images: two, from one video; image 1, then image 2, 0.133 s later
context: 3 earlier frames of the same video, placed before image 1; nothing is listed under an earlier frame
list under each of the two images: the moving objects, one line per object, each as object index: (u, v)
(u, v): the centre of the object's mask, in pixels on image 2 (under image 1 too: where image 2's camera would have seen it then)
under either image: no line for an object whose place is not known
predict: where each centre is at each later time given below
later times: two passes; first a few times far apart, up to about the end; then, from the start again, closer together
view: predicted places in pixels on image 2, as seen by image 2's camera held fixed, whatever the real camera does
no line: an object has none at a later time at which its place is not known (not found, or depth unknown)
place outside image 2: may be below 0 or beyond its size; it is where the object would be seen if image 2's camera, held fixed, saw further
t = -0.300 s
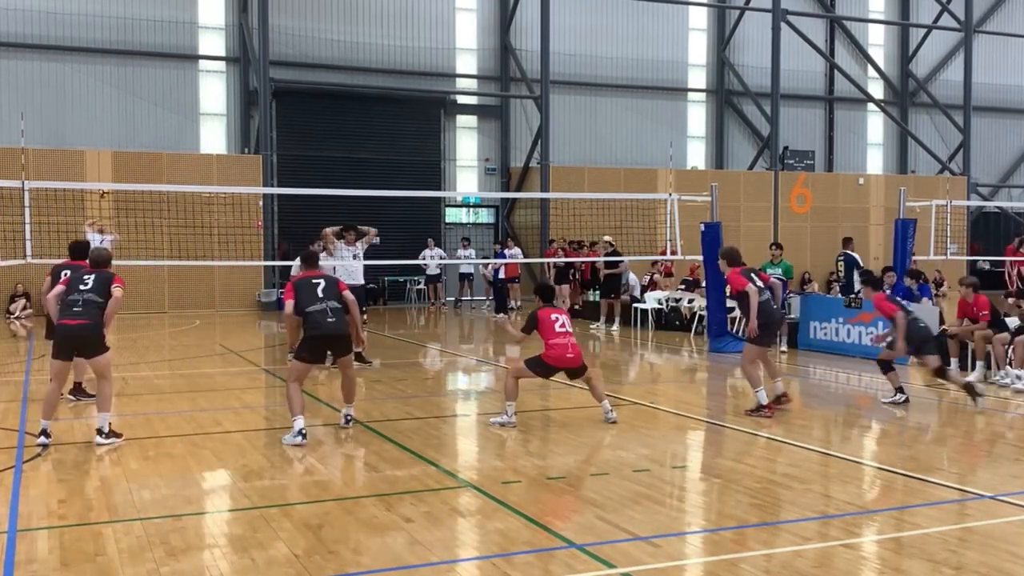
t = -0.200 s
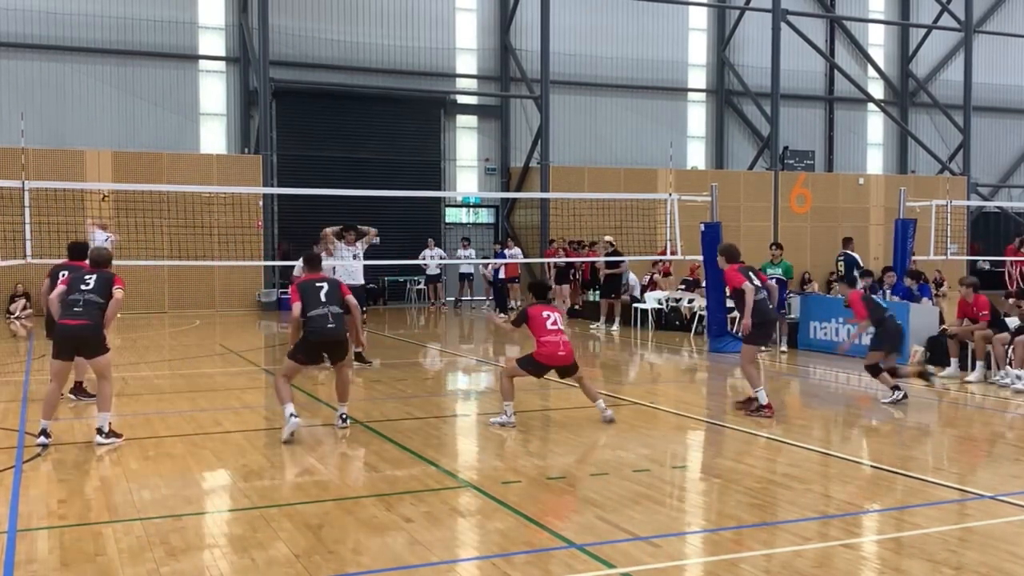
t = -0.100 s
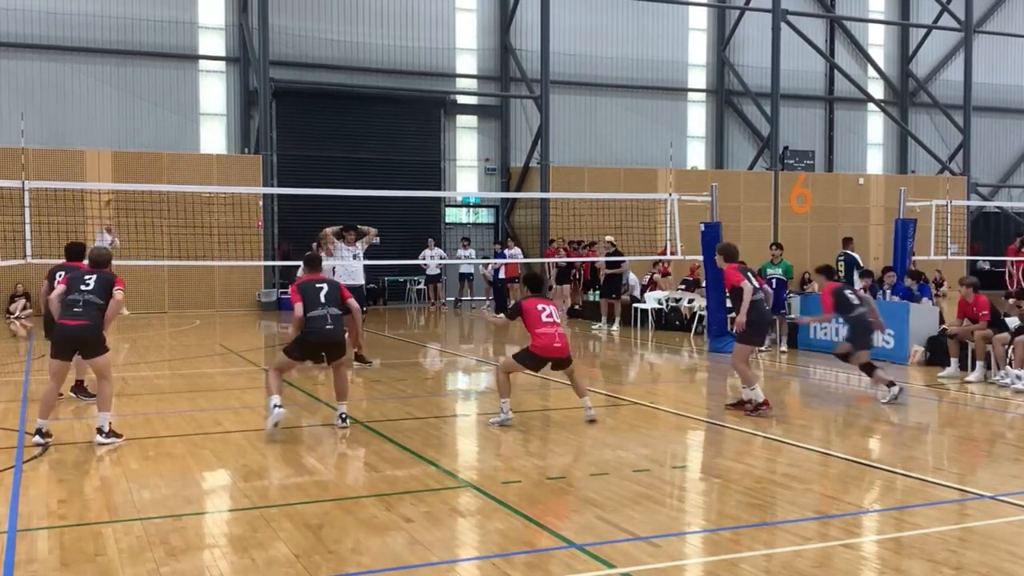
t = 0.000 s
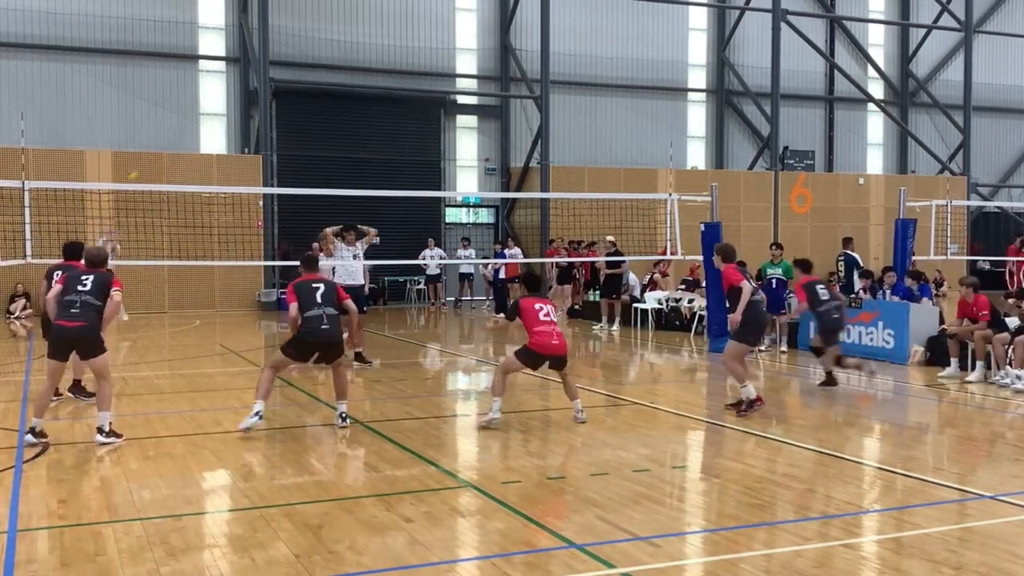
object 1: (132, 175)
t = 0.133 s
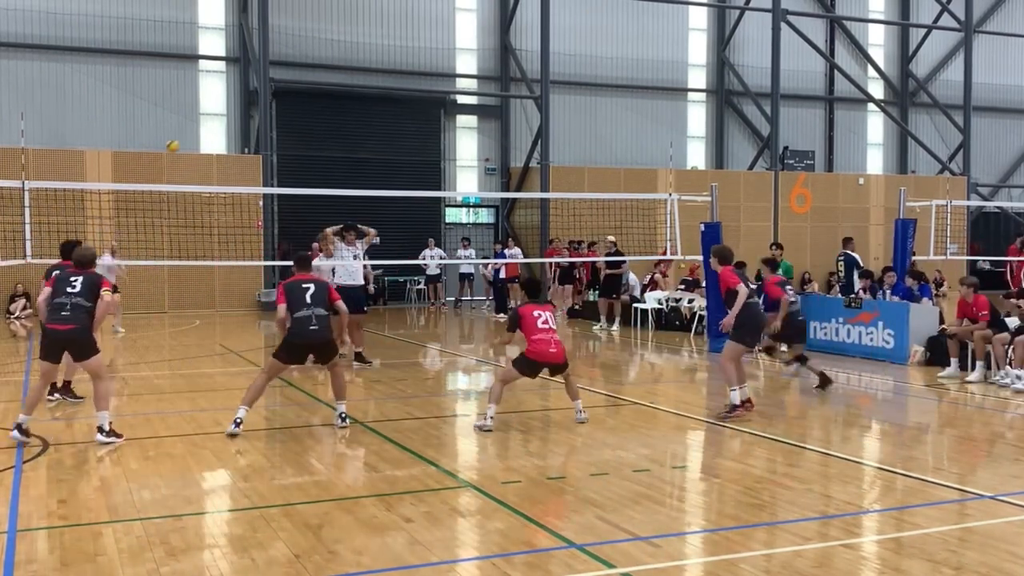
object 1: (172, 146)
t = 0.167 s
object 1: (183, 140)
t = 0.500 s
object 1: (315, 110)
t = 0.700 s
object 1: (425, 127)
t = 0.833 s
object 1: (514, 159)
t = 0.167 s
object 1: (183, 140)
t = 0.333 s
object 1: (242, 118)
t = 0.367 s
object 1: (254, 114)
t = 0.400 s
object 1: (268, 112)
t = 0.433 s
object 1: (284, 111)
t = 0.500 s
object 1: (315, 110)
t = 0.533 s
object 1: (332, 111)
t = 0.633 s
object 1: (386, 118)
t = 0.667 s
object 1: (405, 122)
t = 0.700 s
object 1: (425, 127)
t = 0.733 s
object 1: (445, 132)
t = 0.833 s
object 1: (514, 159)
